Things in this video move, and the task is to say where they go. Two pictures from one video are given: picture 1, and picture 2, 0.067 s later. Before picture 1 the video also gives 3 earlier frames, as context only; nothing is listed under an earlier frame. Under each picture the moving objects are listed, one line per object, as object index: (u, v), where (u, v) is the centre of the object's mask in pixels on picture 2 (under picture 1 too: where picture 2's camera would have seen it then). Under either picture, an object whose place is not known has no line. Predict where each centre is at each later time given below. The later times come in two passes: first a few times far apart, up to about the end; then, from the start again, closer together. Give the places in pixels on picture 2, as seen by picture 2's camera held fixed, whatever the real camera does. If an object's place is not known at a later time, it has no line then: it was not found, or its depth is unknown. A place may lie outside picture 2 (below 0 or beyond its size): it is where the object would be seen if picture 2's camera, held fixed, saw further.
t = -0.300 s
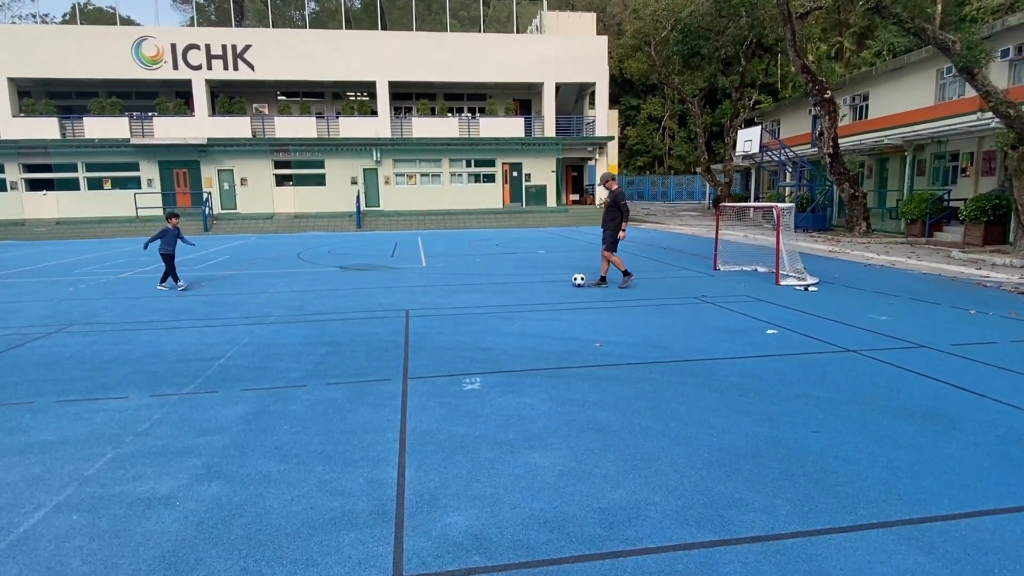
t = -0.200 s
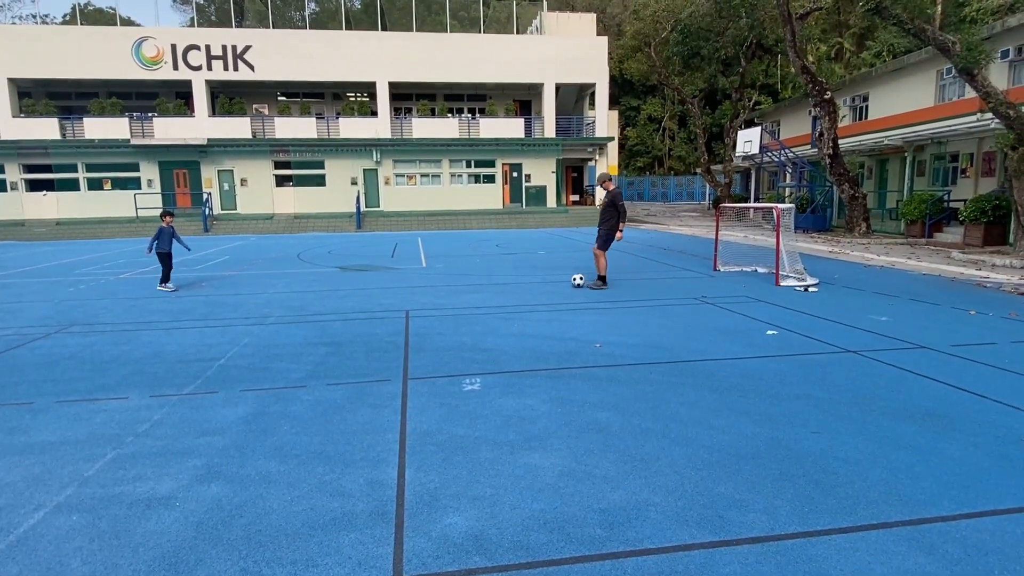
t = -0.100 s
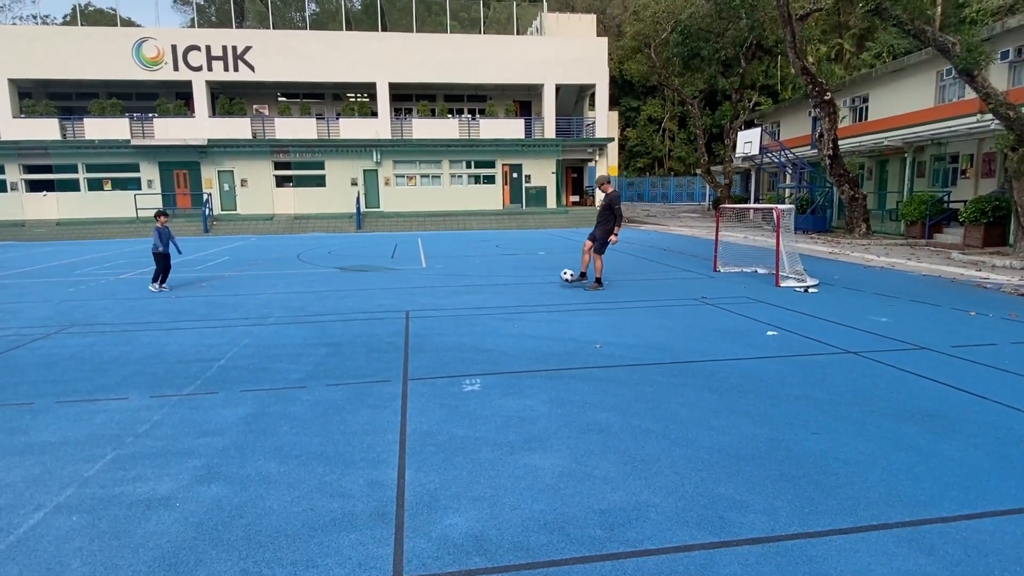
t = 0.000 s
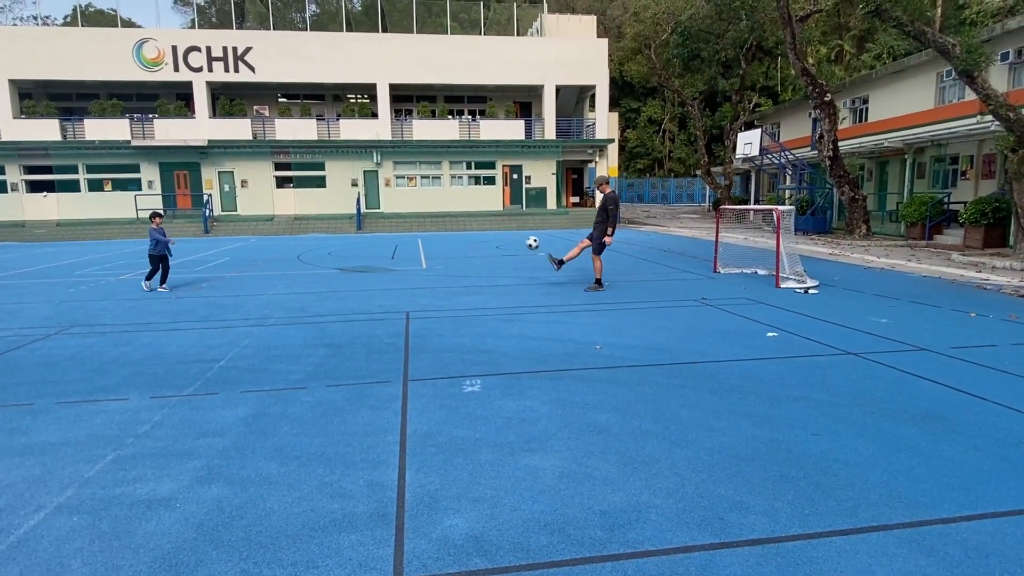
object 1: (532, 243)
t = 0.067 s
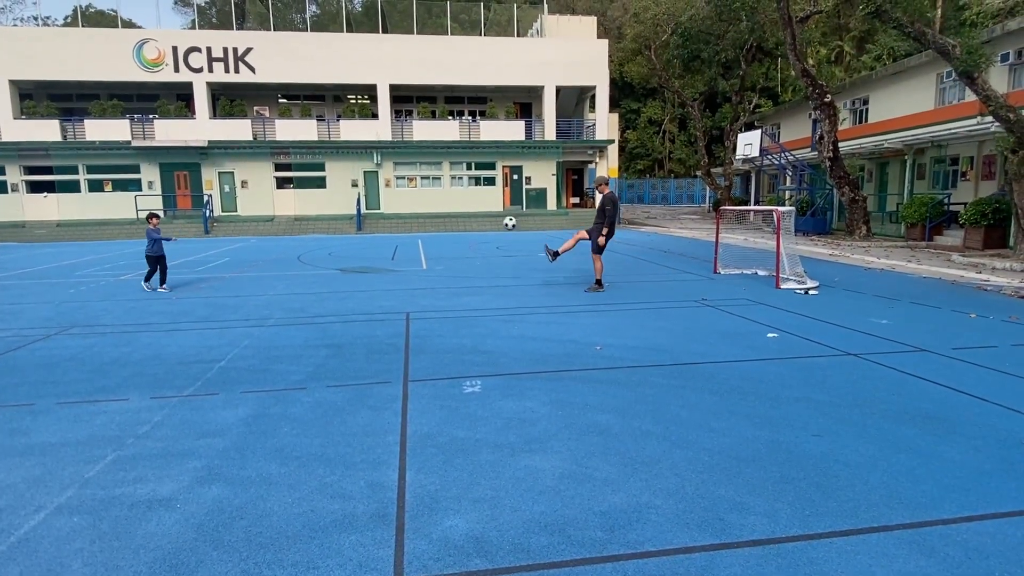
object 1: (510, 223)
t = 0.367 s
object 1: (406, 164)
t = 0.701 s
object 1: (294, 167)
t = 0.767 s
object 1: (273, 176)
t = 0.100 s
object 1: (498, 214)
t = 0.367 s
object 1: (406, 164)
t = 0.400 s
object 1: (395, 161)
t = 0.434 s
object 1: (383, 159)
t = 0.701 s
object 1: (294, 167)
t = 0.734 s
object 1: (283, 171)
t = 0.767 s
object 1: (273, 176)
